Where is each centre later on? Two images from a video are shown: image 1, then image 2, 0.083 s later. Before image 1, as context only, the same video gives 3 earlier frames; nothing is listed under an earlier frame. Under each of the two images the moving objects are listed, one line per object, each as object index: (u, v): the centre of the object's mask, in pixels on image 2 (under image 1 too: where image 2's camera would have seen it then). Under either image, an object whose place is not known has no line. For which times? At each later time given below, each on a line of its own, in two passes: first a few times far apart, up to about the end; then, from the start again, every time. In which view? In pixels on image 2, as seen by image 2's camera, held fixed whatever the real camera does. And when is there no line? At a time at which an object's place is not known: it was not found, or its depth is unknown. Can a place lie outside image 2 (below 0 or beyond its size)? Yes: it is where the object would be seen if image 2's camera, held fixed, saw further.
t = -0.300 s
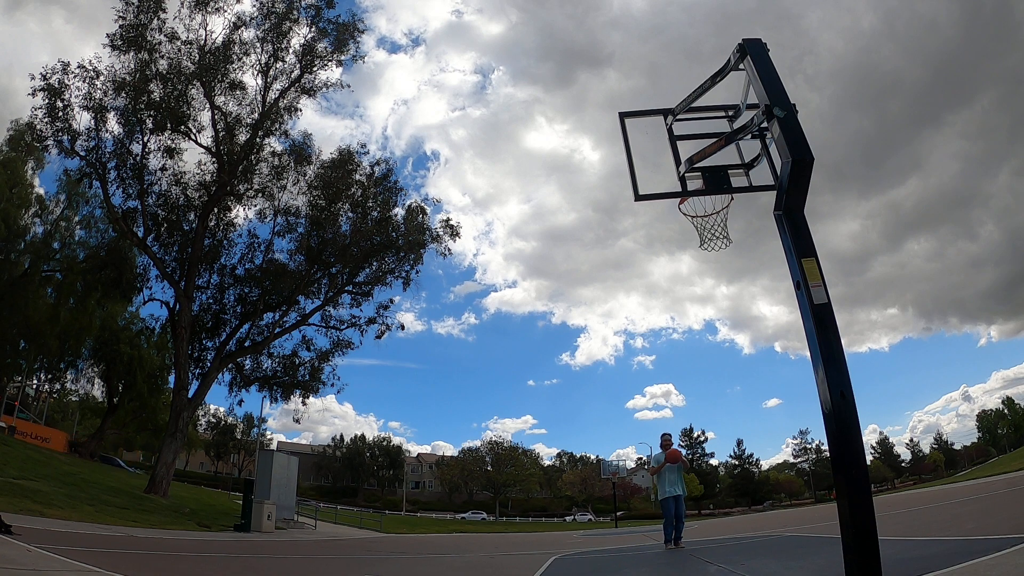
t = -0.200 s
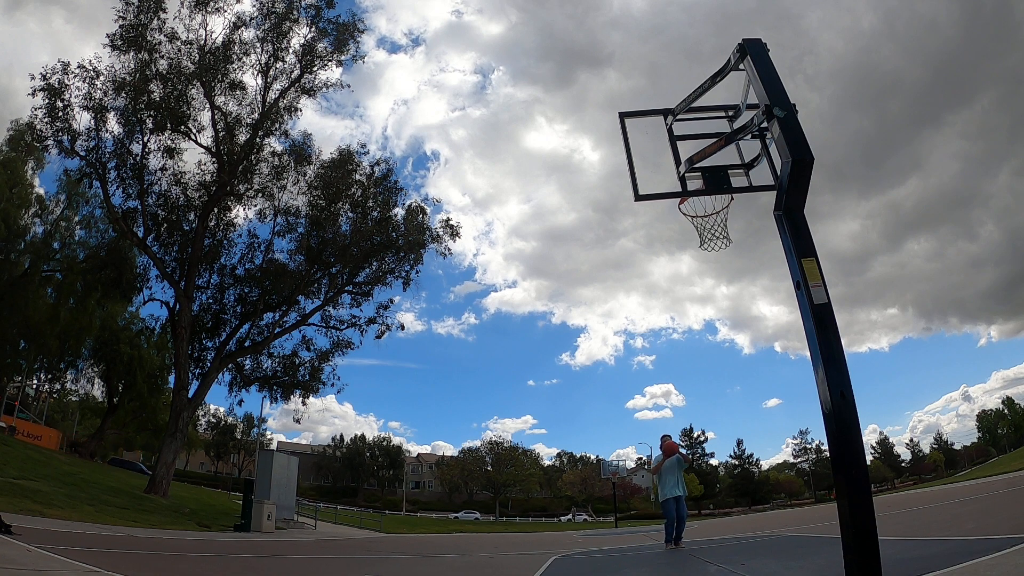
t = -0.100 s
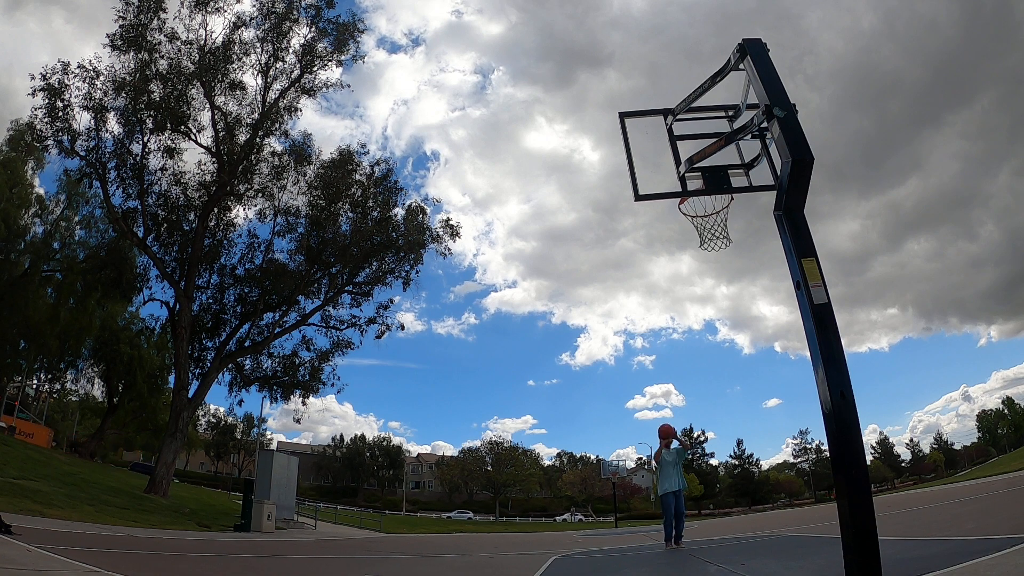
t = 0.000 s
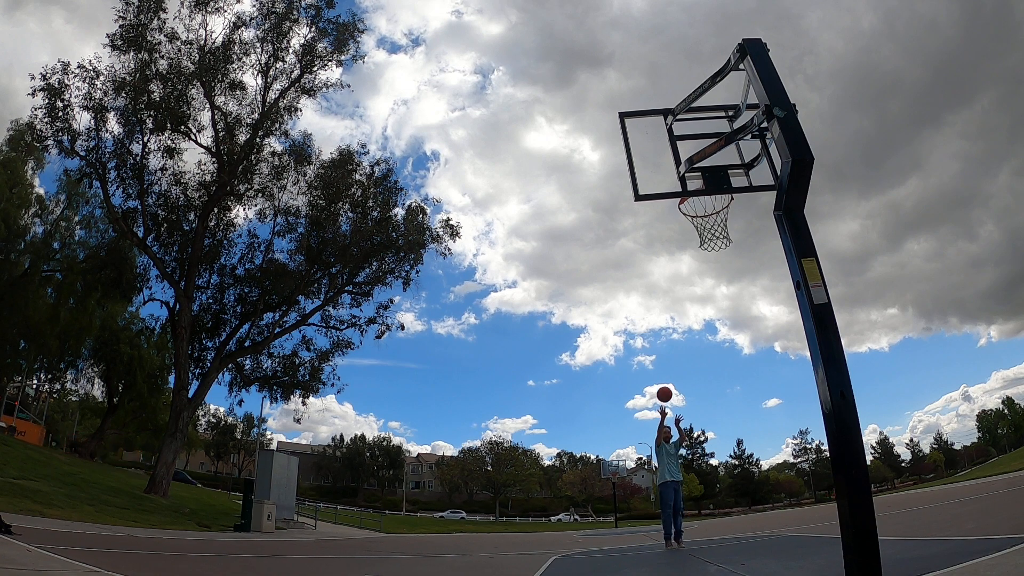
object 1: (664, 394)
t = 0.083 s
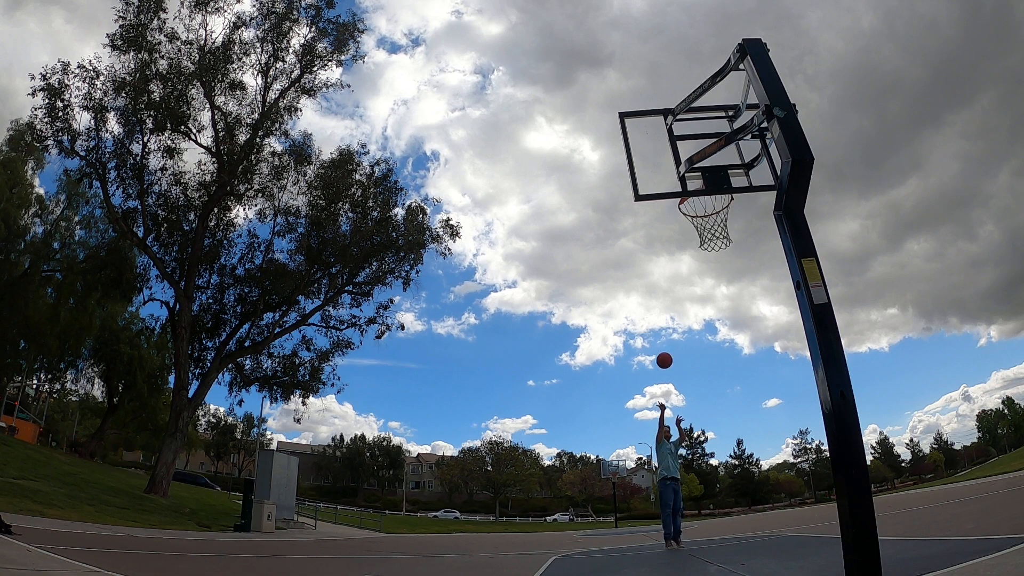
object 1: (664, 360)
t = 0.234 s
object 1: (665, 306)
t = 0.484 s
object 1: (670, 238)
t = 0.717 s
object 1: (683, 204)
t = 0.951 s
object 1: (712, 203)
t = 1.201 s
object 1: (709, 337)
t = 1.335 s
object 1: (709, 442)
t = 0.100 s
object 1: (664, 354)
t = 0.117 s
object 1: (664, 348)
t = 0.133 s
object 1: (664, 341)
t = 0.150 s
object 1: (664, 335)
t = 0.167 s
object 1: (665, 329)
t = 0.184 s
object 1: (665, 323)
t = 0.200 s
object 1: (665, 318)
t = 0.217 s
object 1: (665, 312)
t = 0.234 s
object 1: (665, 306)
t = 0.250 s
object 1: (665, 301)
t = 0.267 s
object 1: (665, 296)
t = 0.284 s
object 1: (665, 290)
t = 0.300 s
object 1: (666, 285)
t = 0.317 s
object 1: (666, 281)
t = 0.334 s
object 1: (666, 276)
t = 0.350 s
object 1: (666, 271)
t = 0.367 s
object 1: (667, 266)
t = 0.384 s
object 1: (667, 262)
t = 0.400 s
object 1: (668, 258)
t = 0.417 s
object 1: (668, 253)
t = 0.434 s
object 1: (669, 249)
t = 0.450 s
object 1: (669, 245)
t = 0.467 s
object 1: (669, 241)
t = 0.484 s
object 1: (670, 238)
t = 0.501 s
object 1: (671, 234)
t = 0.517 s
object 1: (671, 231)
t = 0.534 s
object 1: (672, 227)
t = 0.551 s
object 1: (673, 224)
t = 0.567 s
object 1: (673, 221)
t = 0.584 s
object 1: (674, 218)
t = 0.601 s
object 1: (675, 216)
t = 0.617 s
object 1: (676, 213)
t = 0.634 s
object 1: (677, 210)
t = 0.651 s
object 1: (678, 208)
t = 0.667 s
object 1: (679, 207)
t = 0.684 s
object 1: (680, 206)
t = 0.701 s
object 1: (682, 205)
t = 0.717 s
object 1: (683, 204)
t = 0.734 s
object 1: (684, 203)
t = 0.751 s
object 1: (686, 203)
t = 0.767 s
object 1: (688, 202)
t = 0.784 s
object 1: (689, 202)
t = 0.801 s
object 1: (691, 201)
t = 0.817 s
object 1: (694, 201)
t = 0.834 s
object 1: (696, 201)
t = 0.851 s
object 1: (698, 201)
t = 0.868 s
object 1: (699, 201)
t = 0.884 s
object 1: (702, 201)
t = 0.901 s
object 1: (704, 201)
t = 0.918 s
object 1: (706, 202)
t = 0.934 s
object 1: (709, 202)
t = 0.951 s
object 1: (712, 203)
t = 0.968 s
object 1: (712, 206)
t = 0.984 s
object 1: (712, 213)
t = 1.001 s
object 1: (711, 221)
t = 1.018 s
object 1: (711, 229)
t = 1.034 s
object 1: (710, 238)
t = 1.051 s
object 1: (710, 246)
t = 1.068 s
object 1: (710, 255)
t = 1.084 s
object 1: (710, 264)
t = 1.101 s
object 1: (710, 273)
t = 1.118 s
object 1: (710, 283)
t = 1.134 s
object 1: (710, 293)
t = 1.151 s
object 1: (709, 303)
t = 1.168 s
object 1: (709, 314)
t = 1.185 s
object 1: (709, 326)
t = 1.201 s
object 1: (709, 337)
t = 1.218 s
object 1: (709, 349)
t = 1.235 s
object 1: (709, 361)
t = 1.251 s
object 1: (709, 374)
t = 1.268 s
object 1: (709, 387)
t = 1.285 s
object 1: (709, 400)
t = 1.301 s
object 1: (709, 414)
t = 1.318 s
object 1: (709, 428)
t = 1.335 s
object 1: (709, 442)
